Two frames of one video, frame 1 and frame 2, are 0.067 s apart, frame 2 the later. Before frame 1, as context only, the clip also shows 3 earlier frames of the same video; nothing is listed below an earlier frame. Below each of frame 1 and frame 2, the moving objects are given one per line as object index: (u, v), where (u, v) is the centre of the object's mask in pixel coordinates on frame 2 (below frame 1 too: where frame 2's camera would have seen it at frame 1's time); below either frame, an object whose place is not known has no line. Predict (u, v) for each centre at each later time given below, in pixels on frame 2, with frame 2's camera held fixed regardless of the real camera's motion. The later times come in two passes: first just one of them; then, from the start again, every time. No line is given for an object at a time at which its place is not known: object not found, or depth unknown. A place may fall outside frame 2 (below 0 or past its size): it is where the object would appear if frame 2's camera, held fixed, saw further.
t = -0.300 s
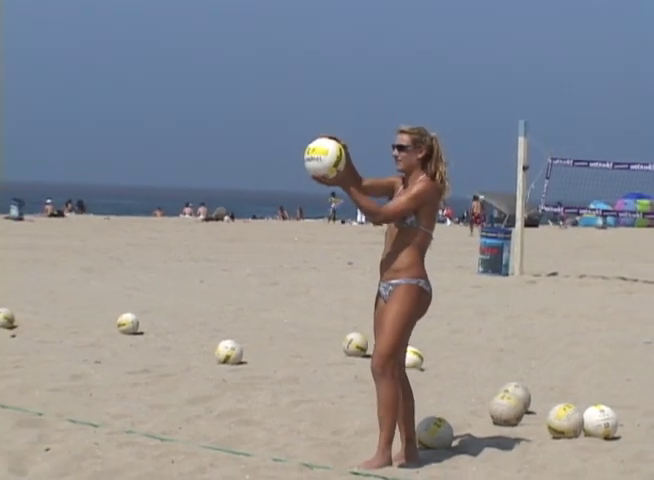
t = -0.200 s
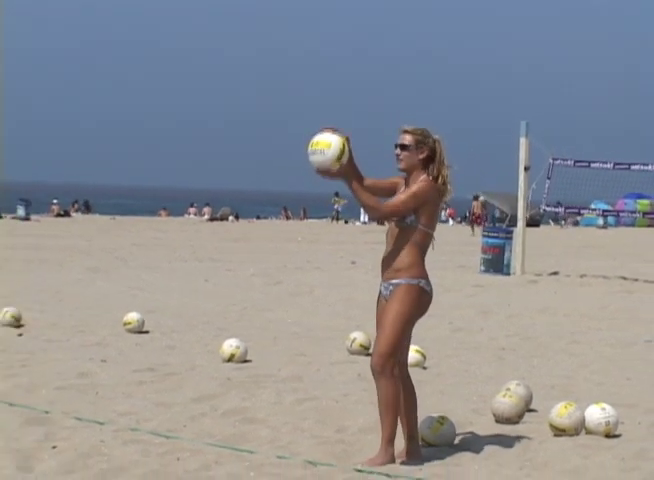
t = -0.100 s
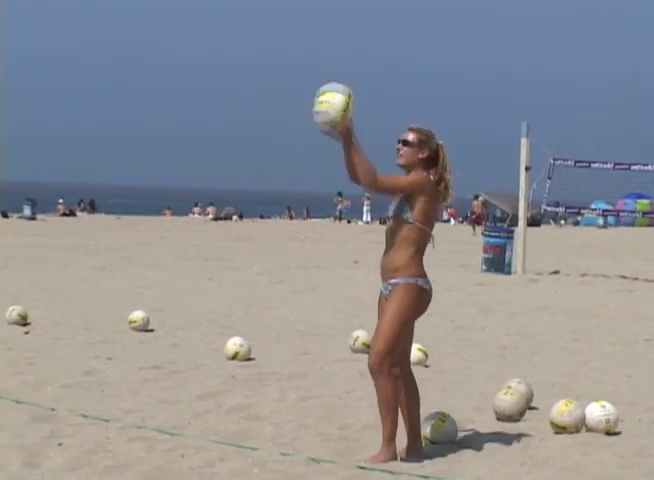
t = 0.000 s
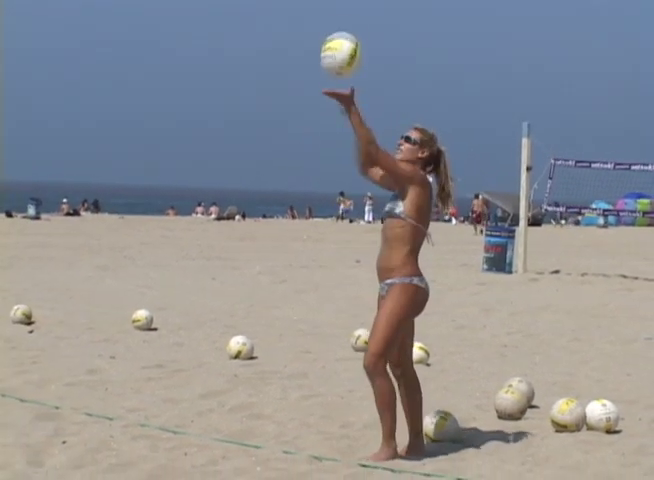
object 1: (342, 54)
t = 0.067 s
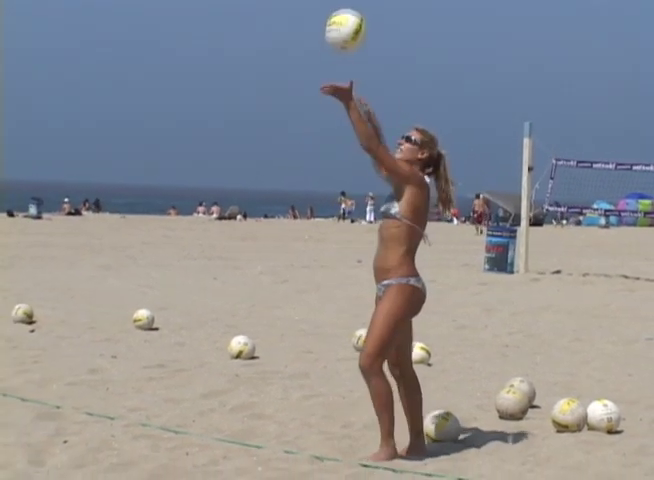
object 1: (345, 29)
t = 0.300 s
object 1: (352, 15)
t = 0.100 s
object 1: (346, 21)
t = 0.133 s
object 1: (347, 17)
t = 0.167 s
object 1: (348, 14)
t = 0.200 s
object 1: (349, 13)
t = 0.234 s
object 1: (351, 13)
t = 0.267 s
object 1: (351, 14)
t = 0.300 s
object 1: (352, 15)
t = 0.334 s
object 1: (353, 18)
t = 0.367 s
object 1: (353, 24)
